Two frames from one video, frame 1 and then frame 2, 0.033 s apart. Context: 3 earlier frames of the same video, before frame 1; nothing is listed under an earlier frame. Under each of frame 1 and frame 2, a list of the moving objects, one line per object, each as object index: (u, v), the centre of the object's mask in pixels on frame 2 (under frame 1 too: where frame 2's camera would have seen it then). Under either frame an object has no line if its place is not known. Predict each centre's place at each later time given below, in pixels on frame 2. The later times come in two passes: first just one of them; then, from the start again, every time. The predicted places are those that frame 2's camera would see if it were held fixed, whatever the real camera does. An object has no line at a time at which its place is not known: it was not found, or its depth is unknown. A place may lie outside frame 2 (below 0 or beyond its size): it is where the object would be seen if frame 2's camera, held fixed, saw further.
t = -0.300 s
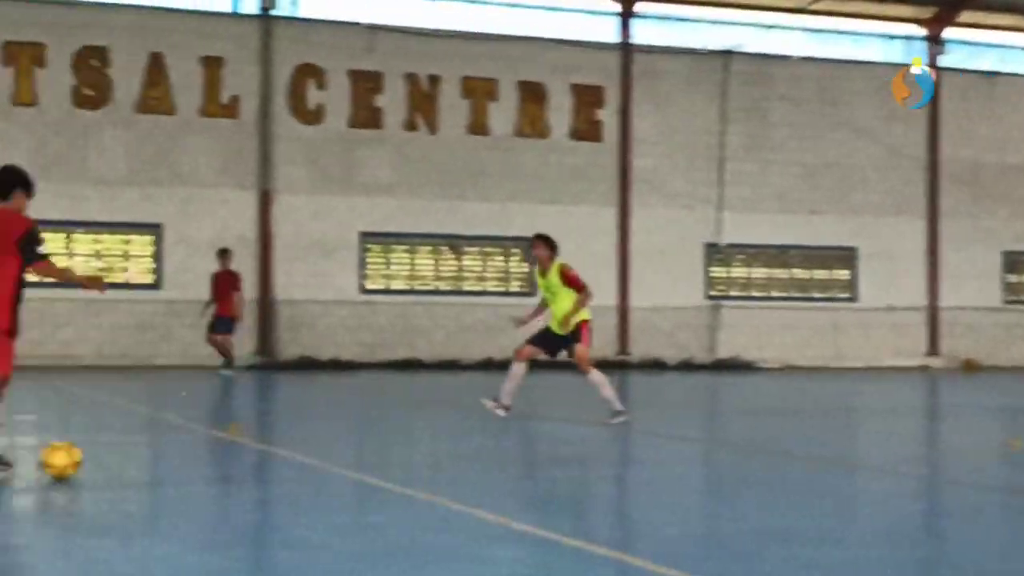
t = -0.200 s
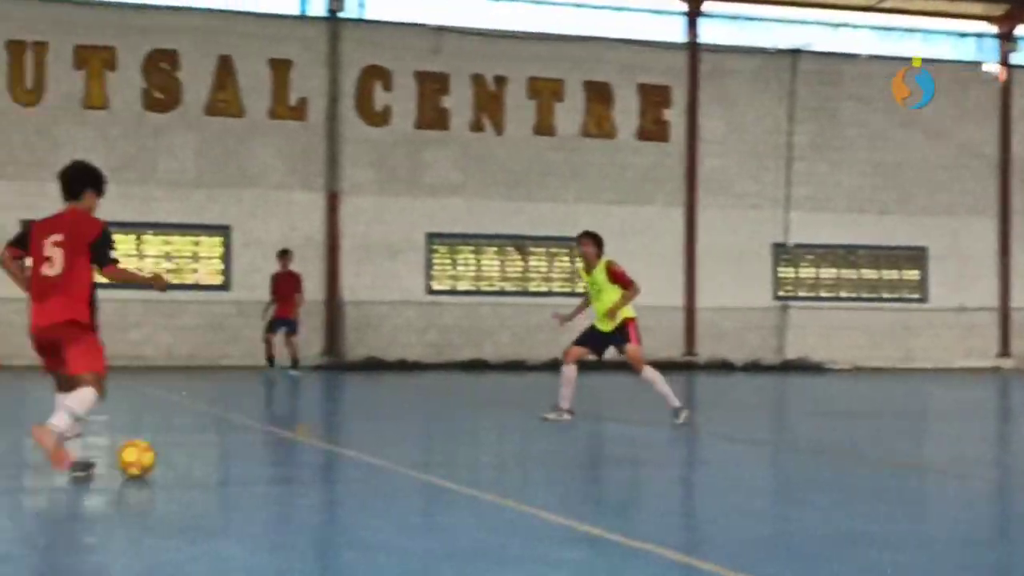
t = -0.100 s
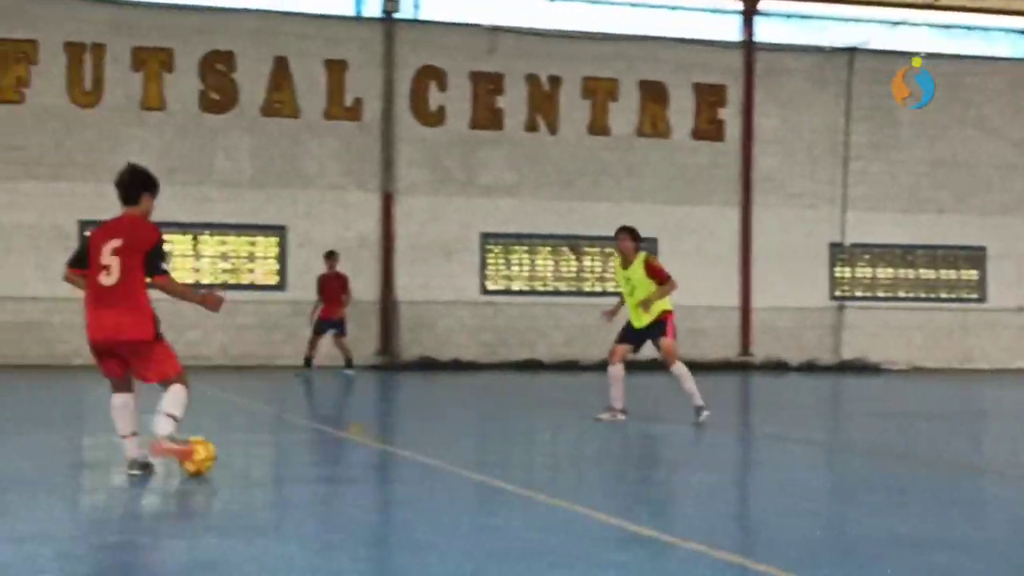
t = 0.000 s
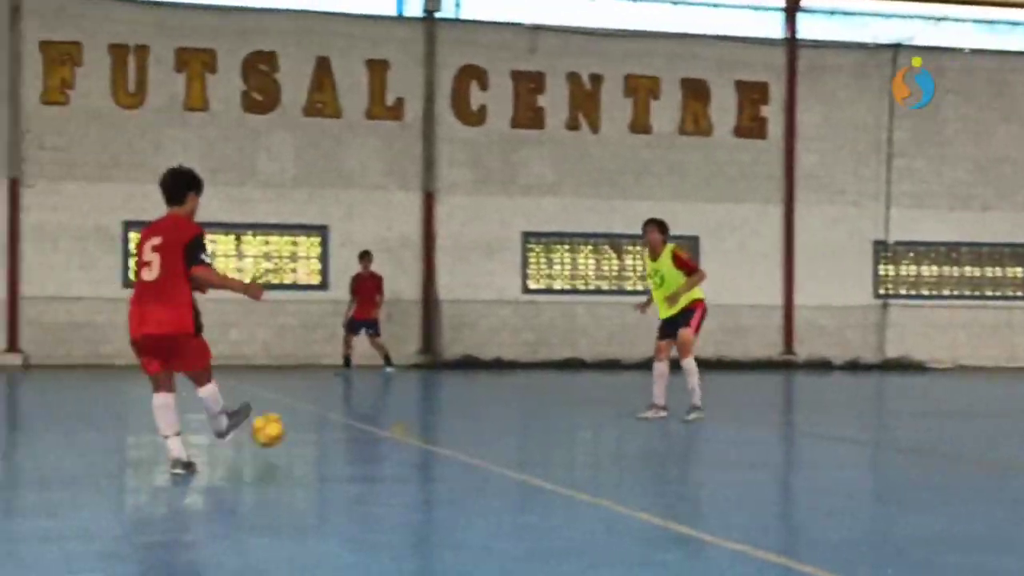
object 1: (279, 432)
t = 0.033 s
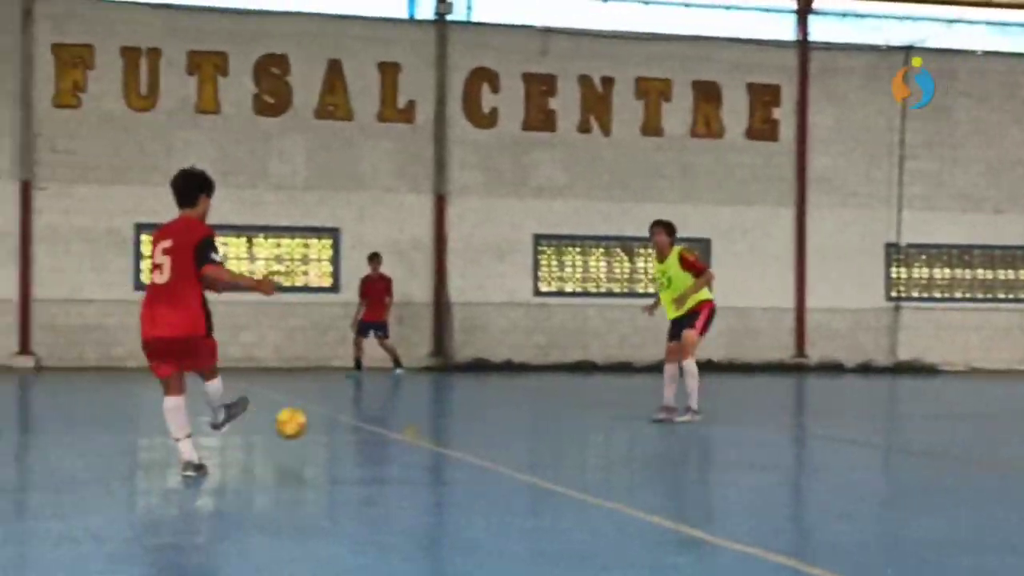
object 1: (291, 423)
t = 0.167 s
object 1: (332, 406)
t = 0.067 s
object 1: (302, 415)
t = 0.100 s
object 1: (313, 410)
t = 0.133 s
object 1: (322, 407)
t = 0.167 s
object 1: (332, 406)
